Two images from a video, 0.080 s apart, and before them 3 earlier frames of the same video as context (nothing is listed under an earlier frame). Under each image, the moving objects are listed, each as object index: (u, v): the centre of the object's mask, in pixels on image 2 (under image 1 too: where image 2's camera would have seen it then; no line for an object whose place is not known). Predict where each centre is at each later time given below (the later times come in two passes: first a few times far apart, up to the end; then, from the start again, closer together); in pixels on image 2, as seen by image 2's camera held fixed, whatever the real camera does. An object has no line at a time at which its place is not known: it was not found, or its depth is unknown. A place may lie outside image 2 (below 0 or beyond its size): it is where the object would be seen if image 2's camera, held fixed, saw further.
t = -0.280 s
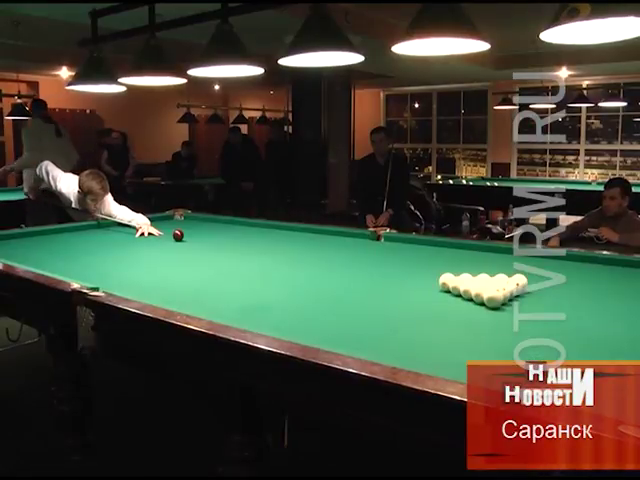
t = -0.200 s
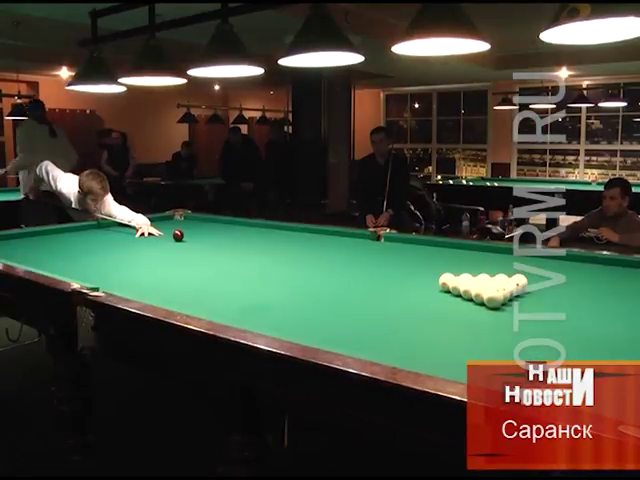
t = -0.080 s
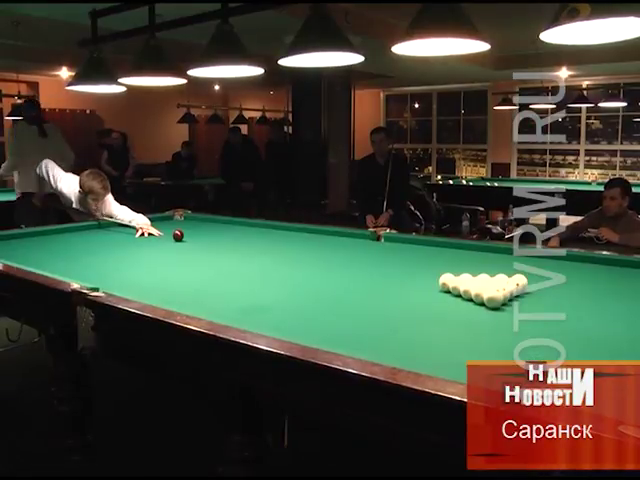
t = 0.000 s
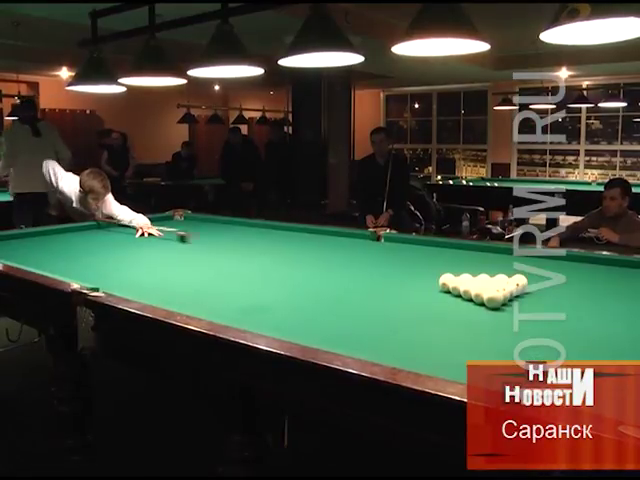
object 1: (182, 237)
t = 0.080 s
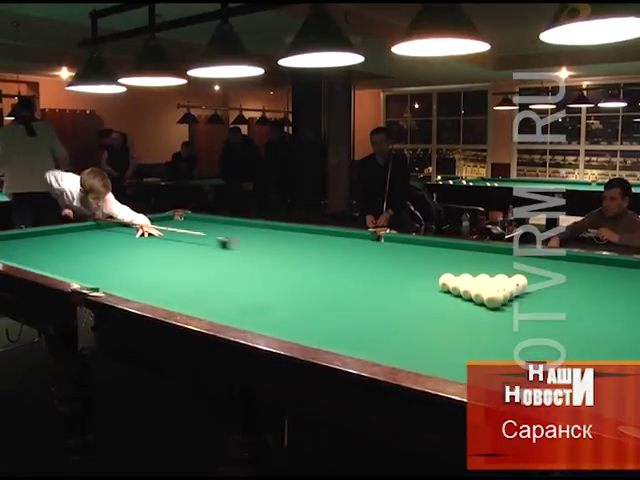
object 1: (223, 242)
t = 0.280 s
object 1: (357, 261)
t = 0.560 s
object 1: (571, 276)
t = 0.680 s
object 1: (632, 274)
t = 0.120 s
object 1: (247, 246)
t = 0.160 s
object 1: (271, 250)
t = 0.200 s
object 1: (297, 253)
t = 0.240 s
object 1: (327, 257)
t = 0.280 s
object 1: (357, 261)
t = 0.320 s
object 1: (389, 265)
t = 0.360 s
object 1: (424, 270)
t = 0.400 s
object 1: (459, 270)
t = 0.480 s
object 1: (526, 277)
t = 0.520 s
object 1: (551, 276)
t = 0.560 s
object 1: (571, 276)
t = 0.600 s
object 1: (591, 275)
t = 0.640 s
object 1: (613, 275)
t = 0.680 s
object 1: (632, 274)
